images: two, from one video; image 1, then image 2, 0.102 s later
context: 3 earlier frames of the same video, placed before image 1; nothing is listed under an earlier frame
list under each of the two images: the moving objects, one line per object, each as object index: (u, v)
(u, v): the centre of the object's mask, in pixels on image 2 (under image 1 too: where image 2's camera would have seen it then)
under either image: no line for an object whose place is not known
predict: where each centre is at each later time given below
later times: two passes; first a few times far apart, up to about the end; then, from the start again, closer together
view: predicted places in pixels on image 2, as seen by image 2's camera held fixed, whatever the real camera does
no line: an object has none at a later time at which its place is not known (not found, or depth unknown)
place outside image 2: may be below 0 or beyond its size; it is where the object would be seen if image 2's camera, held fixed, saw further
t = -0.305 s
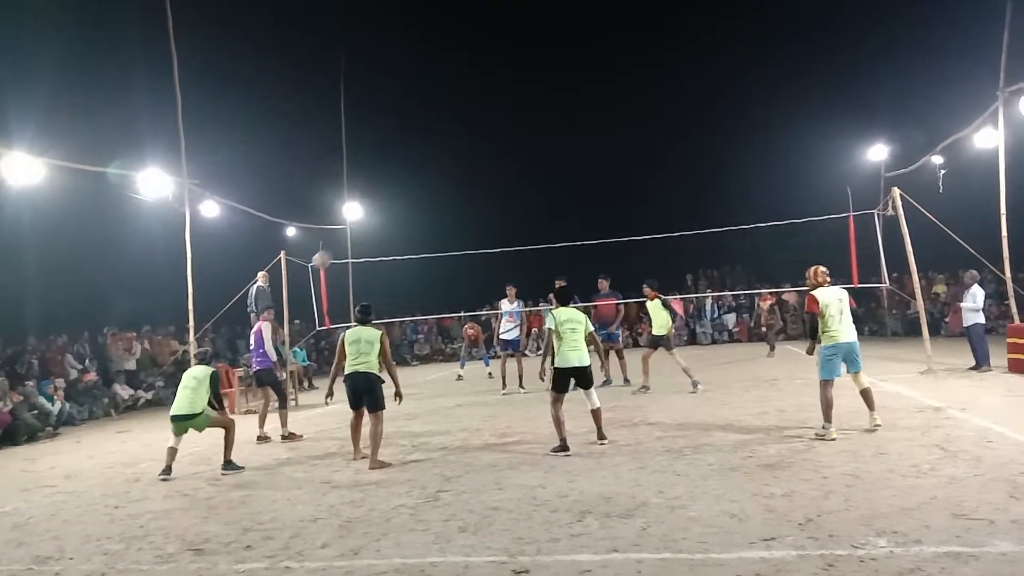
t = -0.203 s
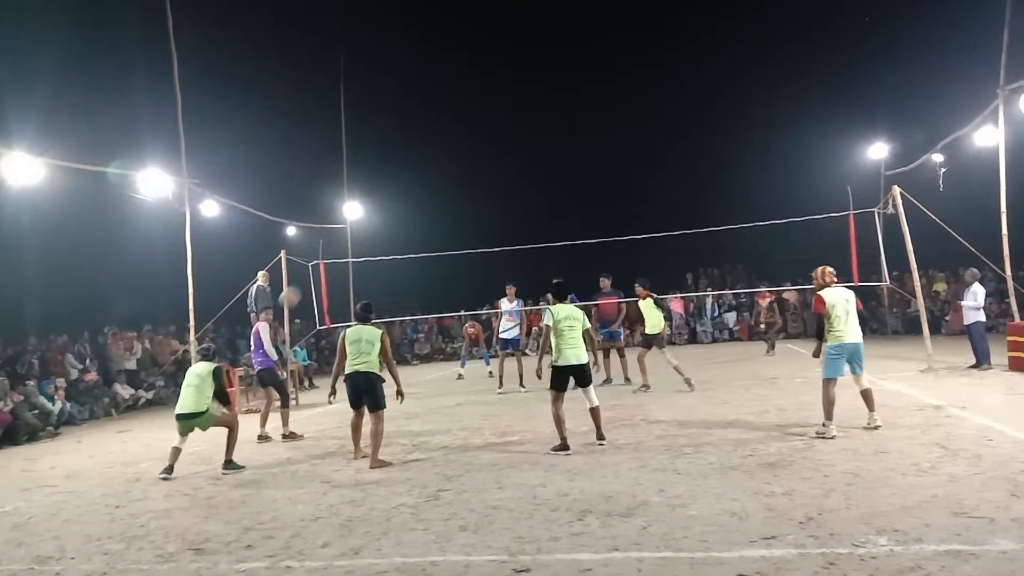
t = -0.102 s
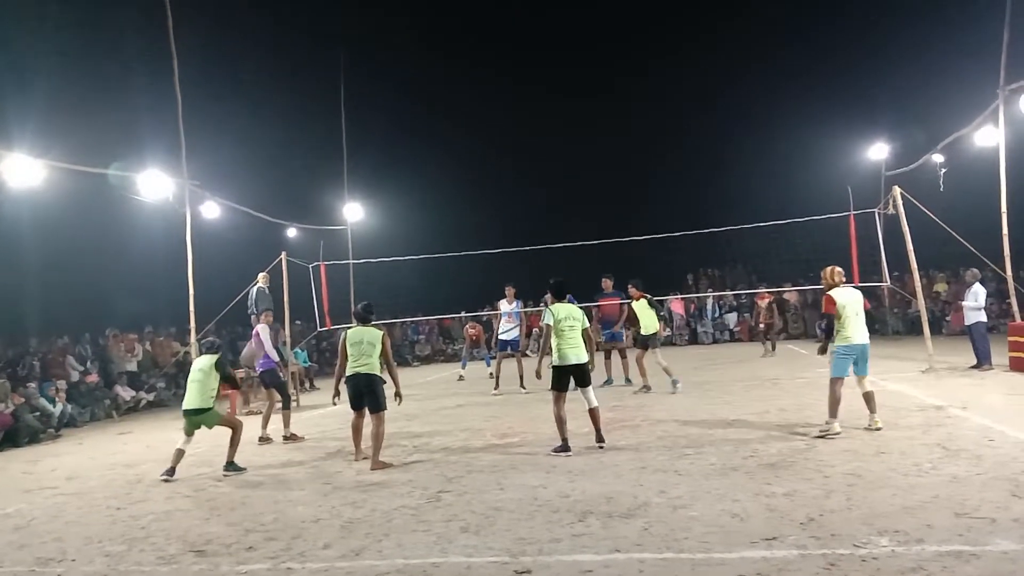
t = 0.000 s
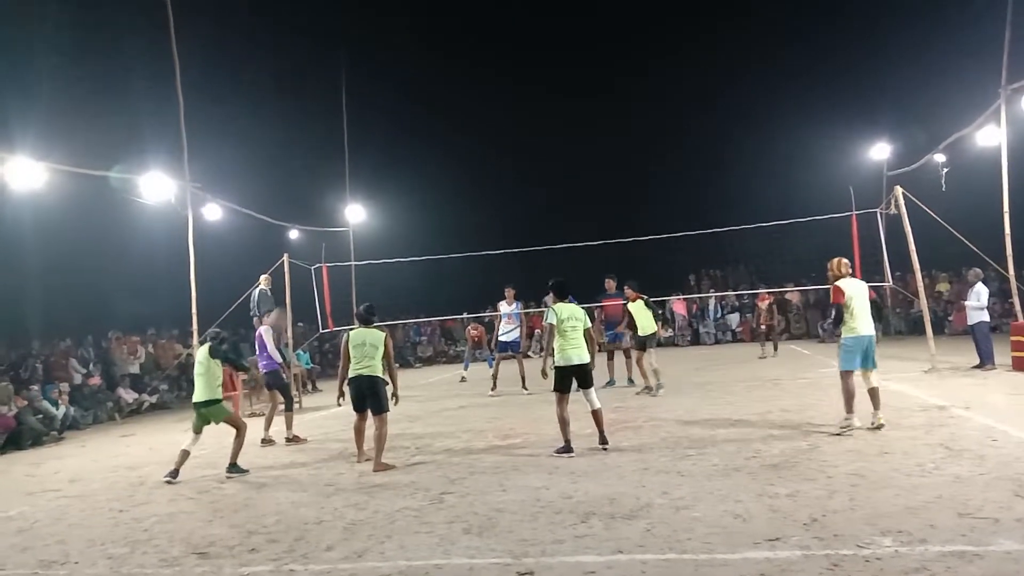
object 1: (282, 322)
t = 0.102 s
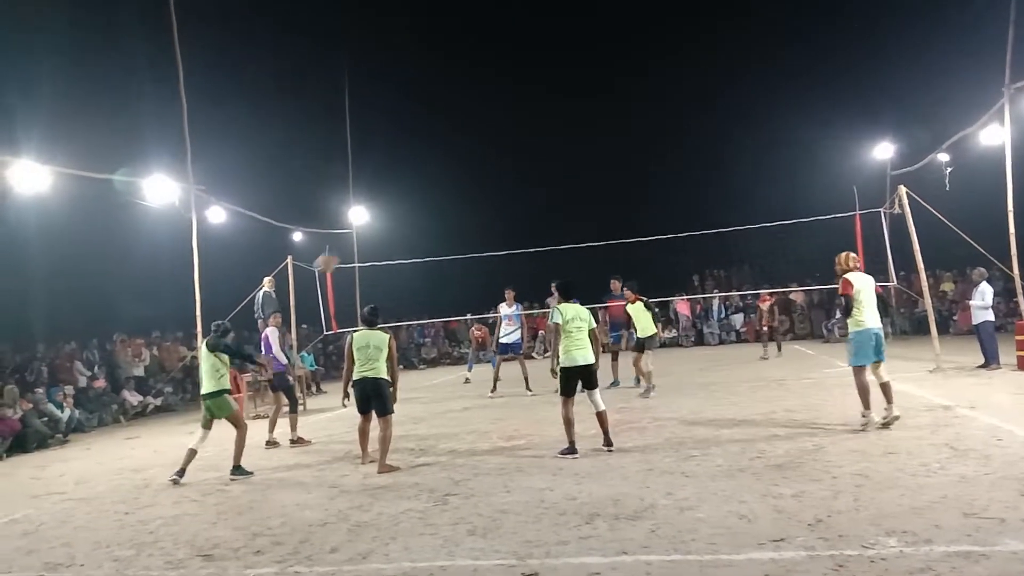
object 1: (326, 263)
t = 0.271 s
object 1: (394, 190)
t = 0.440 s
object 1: (459, 144)
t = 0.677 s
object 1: (545, 122)
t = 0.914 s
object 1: (626, 143)
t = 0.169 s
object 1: (352, 231)
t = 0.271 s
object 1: (394, 190)
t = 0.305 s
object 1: (408, 179)
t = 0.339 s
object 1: (421, 168)
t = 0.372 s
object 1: (434, 159)
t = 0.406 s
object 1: (447, 151)
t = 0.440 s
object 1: (459, 144)
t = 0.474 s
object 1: (472, 138)
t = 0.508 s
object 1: (485, 133)
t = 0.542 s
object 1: (497, 129)
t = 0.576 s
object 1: (510, 126)
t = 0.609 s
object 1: (521, 124)
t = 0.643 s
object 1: (532, 123)
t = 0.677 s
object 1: (545, 122)
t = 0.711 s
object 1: (557, 123)
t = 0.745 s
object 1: (568, 124)
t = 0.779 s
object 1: (580, 125)
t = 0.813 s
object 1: (592, 129)
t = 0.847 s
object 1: (603, 133)
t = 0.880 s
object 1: (615, 138)
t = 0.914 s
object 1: (626, 143)
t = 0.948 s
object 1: (638, 150)
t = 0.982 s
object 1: (648, 156)
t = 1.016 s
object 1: (660, 164)
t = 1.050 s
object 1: (671, 173)
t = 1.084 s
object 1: (682, 183)
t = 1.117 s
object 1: (693, 193)
